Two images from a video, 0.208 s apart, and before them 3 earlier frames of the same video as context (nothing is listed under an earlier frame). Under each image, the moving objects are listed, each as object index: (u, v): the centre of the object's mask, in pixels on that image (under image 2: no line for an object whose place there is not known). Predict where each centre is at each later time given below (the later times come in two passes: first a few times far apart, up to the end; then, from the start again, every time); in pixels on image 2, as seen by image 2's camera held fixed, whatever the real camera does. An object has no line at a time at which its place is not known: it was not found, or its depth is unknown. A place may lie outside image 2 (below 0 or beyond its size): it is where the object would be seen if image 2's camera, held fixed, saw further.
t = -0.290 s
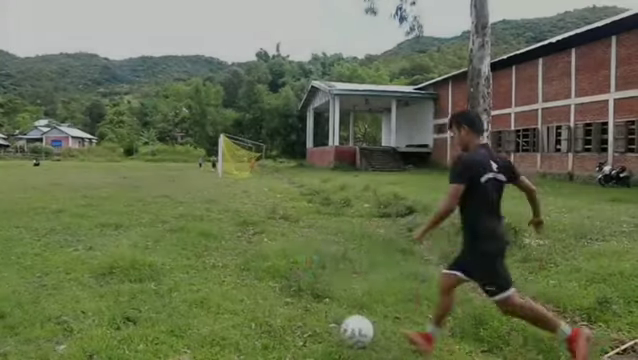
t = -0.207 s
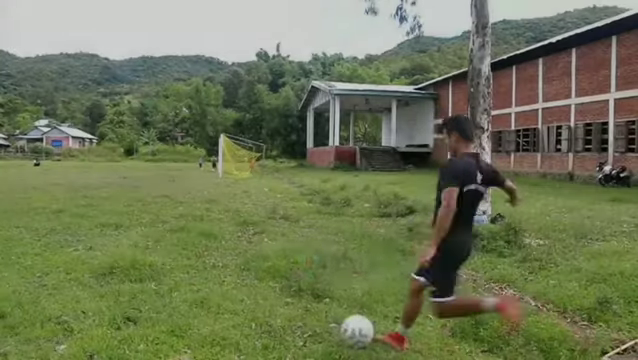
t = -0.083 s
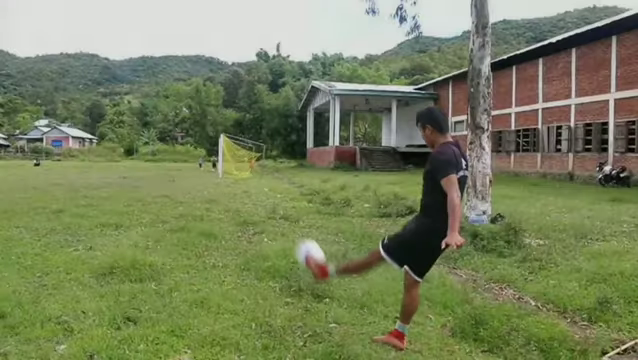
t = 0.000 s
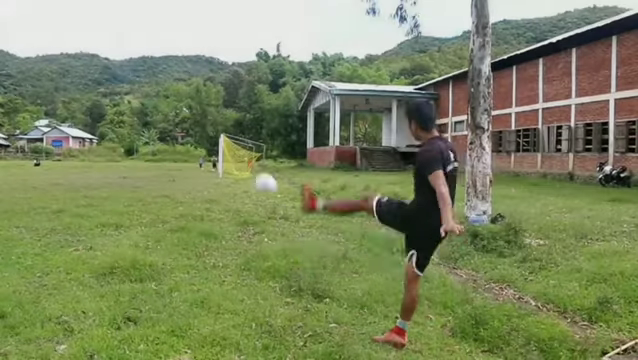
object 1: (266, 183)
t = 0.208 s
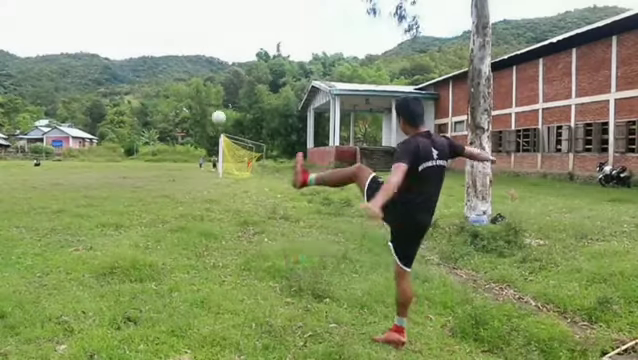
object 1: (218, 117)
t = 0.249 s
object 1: (212, 111)
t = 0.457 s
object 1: (199, 104)
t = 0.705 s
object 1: (192, 118)
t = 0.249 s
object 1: (212, 111)
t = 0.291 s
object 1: (209, 107)
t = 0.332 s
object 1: (205, 105)
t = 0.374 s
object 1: (203, 104)
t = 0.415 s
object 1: (201, 103)
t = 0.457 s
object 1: (199, 104)
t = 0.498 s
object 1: (197, 106)
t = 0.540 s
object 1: (195, 107)
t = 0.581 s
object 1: (194, 109)
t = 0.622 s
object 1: (194, 111)
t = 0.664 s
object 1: (193, 115)
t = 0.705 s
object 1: (192, 118)
